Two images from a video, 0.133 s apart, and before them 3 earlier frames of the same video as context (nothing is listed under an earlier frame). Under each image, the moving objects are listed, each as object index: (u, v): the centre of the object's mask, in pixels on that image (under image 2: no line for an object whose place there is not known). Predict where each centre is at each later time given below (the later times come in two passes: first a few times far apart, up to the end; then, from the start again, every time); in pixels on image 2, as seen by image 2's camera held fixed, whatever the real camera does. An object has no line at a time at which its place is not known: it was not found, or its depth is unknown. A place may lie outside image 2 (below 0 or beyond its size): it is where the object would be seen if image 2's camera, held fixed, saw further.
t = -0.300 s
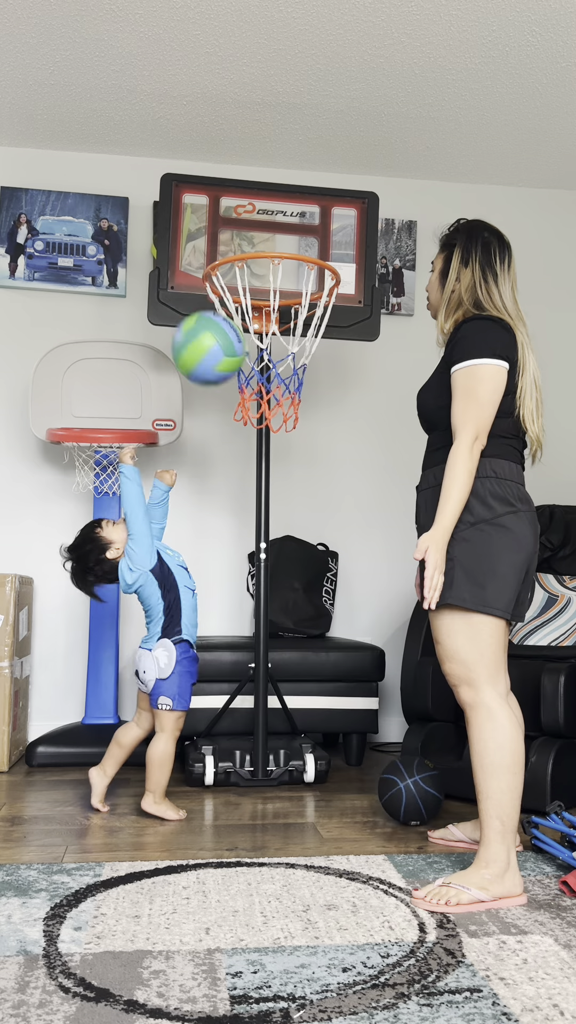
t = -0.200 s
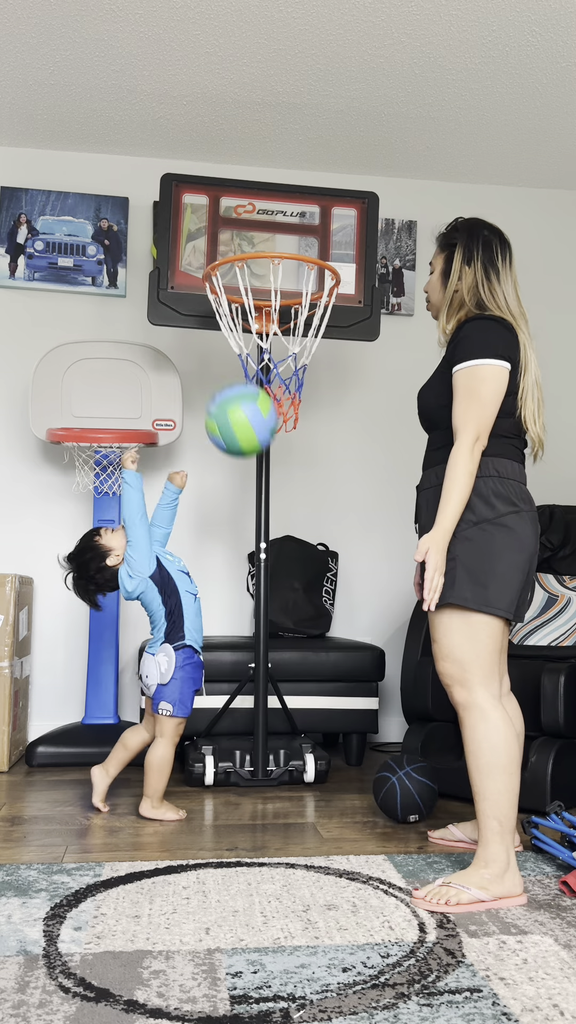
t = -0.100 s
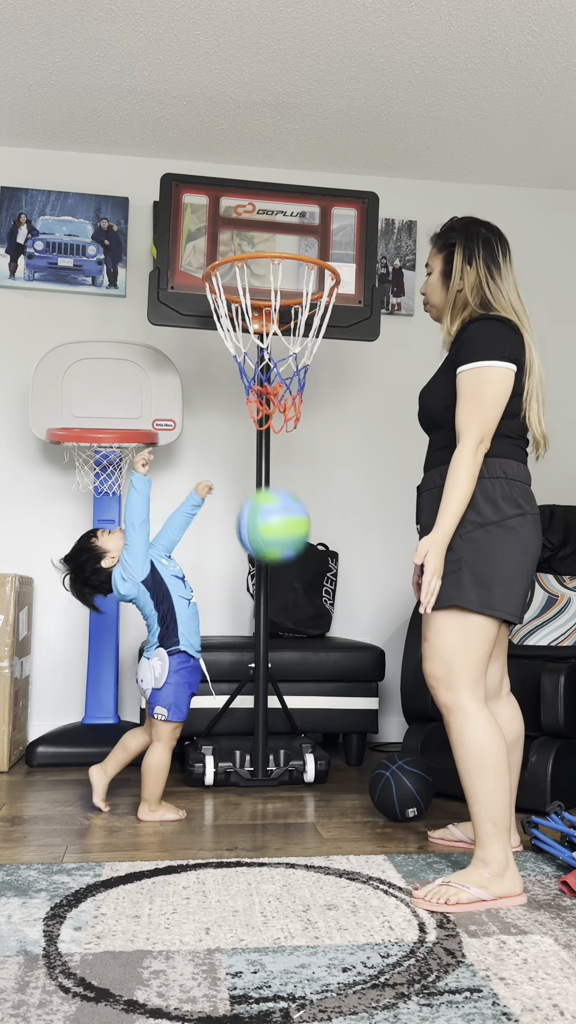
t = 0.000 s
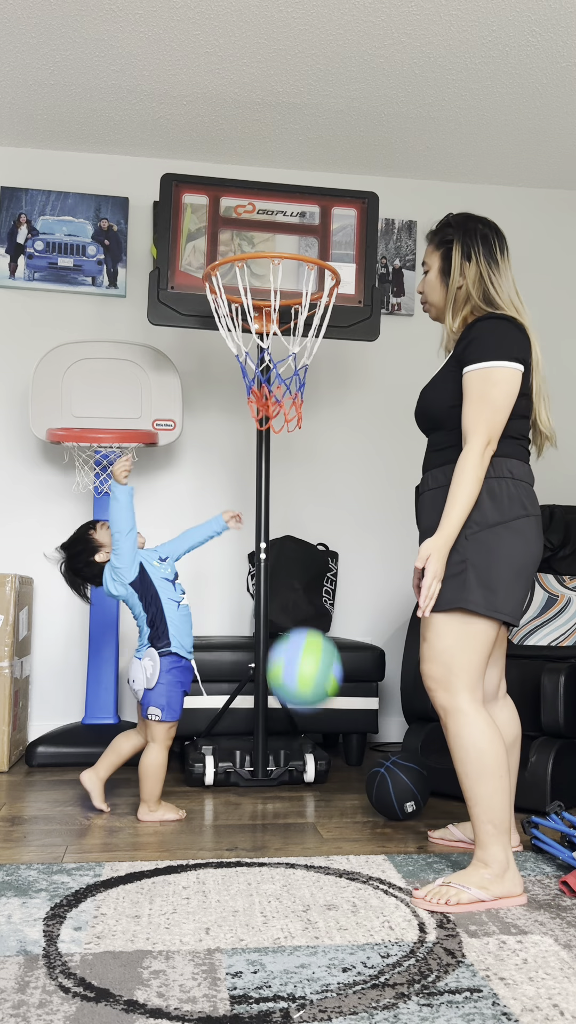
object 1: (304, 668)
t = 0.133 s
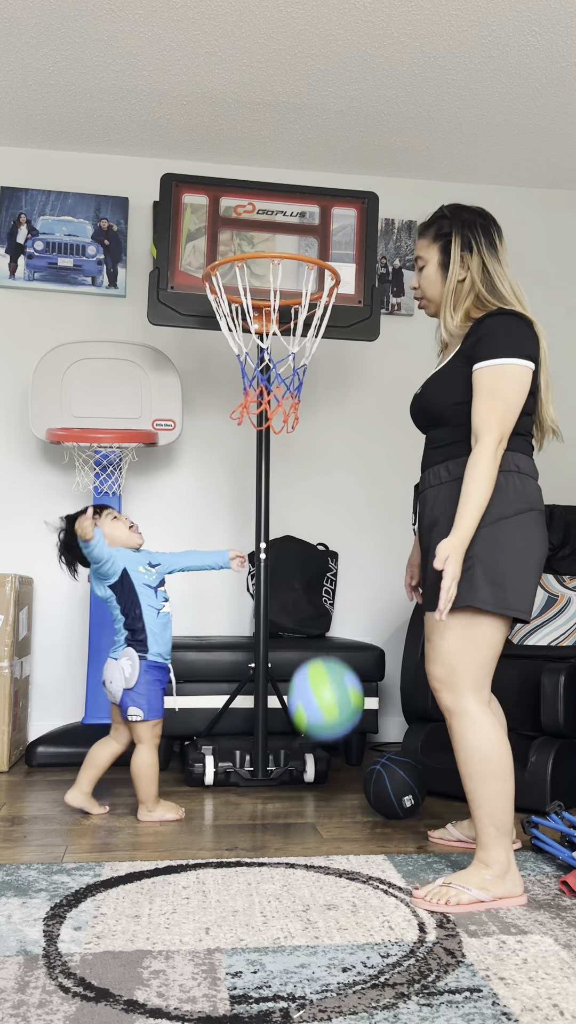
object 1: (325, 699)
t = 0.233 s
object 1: (326, 593)
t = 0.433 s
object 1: (328, 495)
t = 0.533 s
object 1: (328, 498)
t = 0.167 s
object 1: (325, 659)
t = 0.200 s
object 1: (326, 624)
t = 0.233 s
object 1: (326, 593)
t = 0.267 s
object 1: (326, 567)
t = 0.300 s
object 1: (327, 545)
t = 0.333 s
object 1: (327, 526)
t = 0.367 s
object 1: (327, 512)
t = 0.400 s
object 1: (327, 501)
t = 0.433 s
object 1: (328, 495)
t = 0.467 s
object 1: (328, 492)
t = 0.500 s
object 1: (328, 493)
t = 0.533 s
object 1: (328, 498)
